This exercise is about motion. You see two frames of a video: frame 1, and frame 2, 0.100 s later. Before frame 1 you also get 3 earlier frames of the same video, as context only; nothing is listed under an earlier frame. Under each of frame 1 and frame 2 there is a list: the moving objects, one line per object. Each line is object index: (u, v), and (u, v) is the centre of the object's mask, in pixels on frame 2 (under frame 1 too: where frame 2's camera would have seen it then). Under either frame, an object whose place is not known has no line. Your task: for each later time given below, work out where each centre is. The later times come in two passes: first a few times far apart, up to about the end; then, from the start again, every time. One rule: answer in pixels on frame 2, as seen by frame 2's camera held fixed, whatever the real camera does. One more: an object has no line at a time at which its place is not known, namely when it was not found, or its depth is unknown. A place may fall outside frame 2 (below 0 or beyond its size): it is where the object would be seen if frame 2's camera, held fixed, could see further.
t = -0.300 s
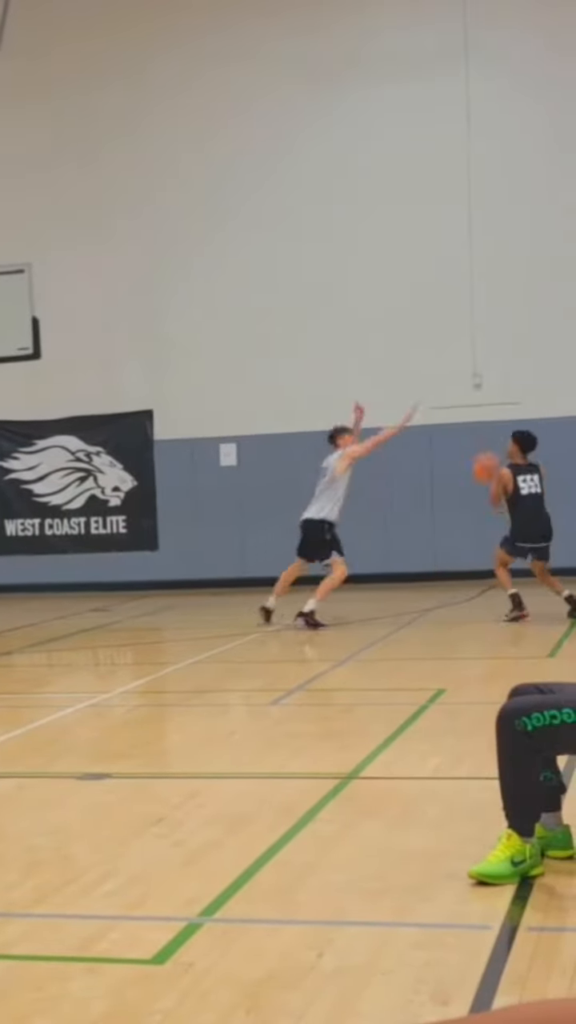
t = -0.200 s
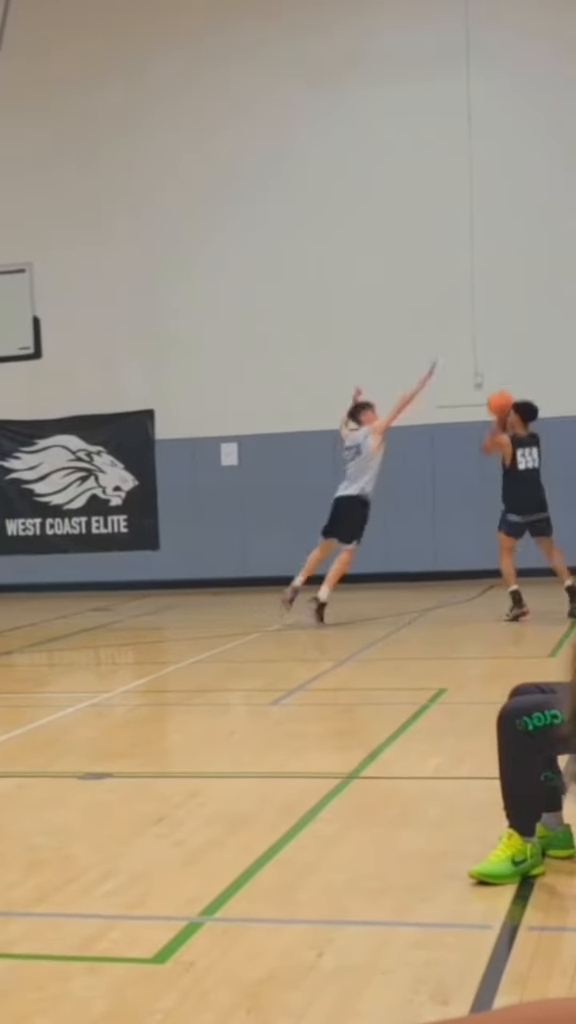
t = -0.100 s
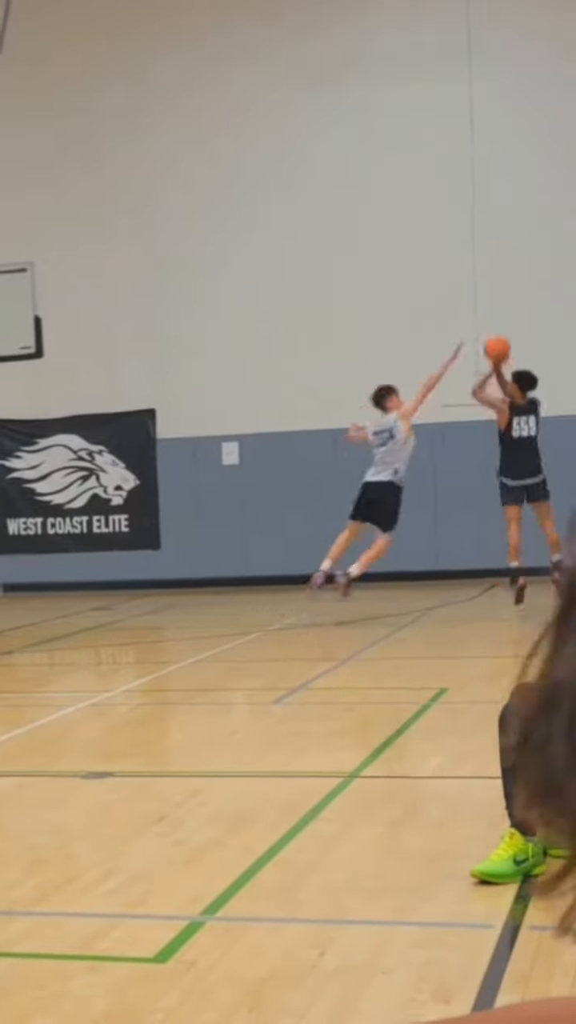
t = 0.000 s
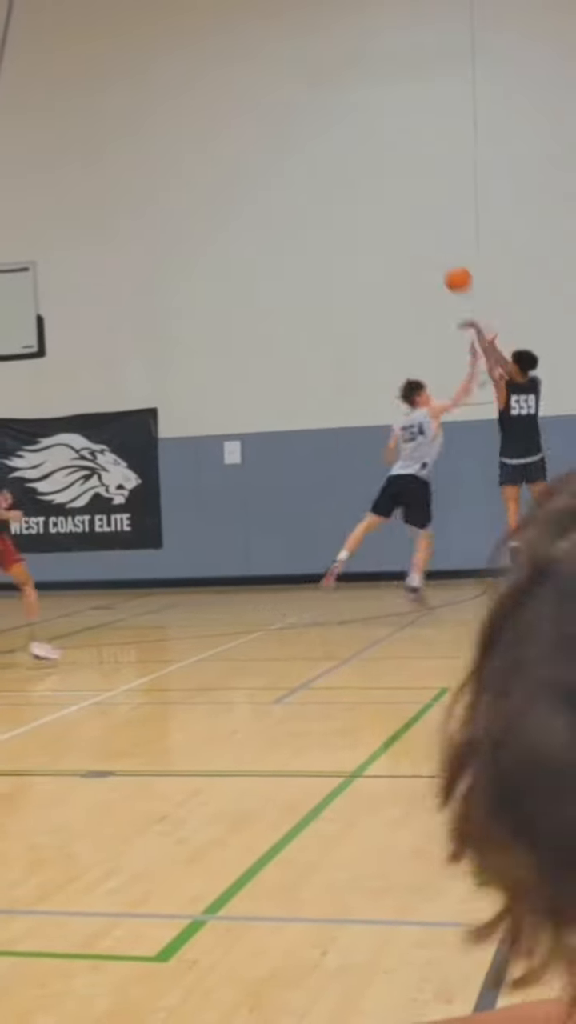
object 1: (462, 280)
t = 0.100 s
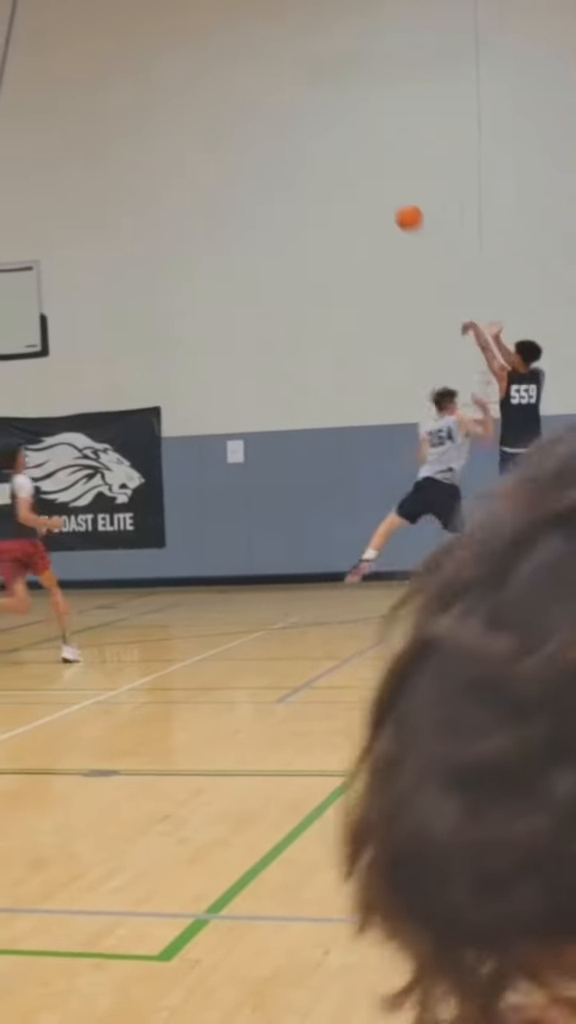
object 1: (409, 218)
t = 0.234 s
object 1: (342, 157)
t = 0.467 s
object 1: (243, 98)
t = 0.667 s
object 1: (163, 99)
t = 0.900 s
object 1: (82, 145)
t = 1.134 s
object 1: (13, 234)
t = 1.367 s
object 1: (-43, 356)
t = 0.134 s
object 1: (393, 201)
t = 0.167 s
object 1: (377, 185)
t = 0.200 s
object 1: (362, 169)
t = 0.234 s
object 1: (342, 157)
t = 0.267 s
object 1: (329, 144)
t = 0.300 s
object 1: (315, 133)
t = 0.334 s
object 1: (300, 124)
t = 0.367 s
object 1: (286, 116)
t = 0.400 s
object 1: (270, 109)
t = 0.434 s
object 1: (257, 103)
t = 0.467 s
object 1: (243, 98)
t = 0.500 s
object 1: (228, 95)
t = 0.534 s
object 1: (213, 94)
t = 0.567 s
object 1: (200, 94)
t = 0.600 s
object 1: (186, 94)
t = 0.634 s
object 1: (173, 96)
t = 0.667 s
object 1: (163, 99)
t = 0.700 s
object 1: (149, 103)
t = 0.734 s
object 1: (137, 107)
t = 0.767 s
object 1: (126, 114)
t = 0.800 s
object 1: (115, 121)
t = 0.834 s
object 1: (103, 128)
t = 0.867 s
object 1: (93, 137)
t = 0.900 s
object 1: (82, 145)
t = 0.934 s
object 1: (70, 157)
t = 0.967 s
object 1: (61, 168)
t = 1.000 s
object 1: (51, 179)
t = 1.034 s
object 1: (41, 193)
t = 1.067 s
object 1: (31, 206)
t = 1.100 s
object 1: (22, 220)
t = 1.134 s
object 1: (13, 234)
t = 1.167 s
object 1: (4, 250)
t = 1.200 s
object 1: (-5, 267)
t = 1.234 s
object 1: (-14, 286)
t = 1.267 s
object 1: (-22, 304)
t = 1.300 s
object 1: (-30, 322)
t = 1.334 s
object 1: (-40, 341)
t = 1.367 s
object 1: (-43, 356)
